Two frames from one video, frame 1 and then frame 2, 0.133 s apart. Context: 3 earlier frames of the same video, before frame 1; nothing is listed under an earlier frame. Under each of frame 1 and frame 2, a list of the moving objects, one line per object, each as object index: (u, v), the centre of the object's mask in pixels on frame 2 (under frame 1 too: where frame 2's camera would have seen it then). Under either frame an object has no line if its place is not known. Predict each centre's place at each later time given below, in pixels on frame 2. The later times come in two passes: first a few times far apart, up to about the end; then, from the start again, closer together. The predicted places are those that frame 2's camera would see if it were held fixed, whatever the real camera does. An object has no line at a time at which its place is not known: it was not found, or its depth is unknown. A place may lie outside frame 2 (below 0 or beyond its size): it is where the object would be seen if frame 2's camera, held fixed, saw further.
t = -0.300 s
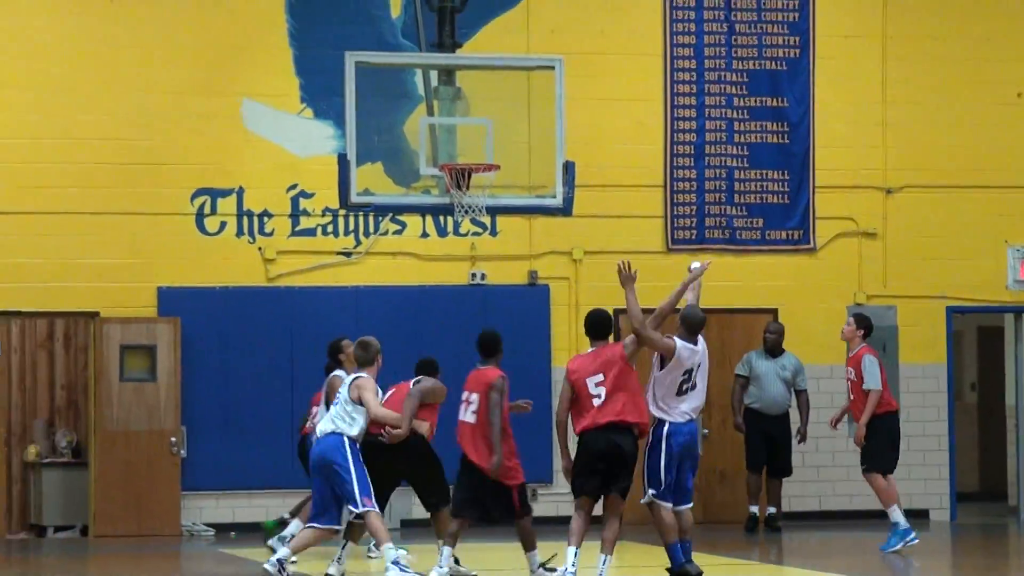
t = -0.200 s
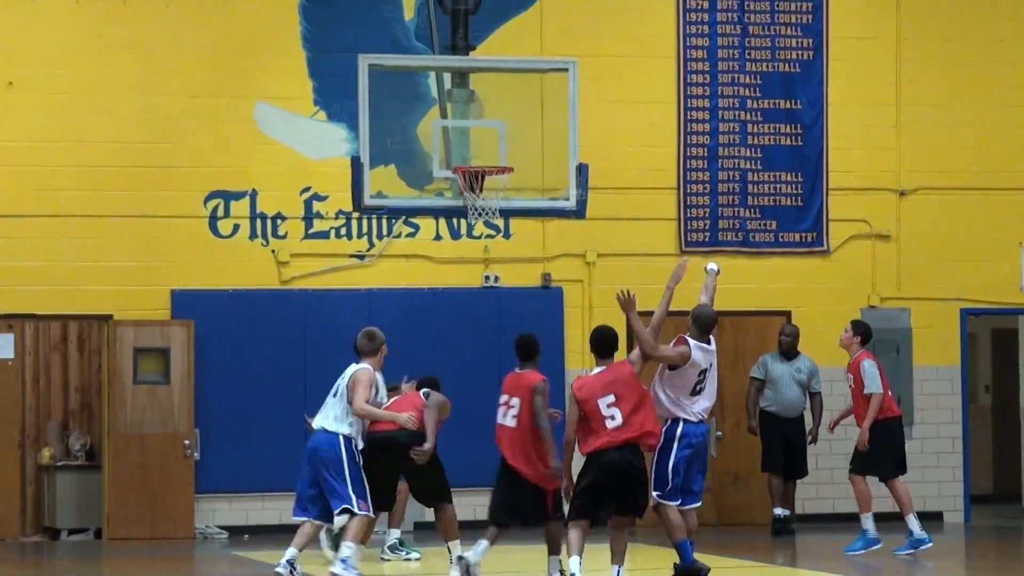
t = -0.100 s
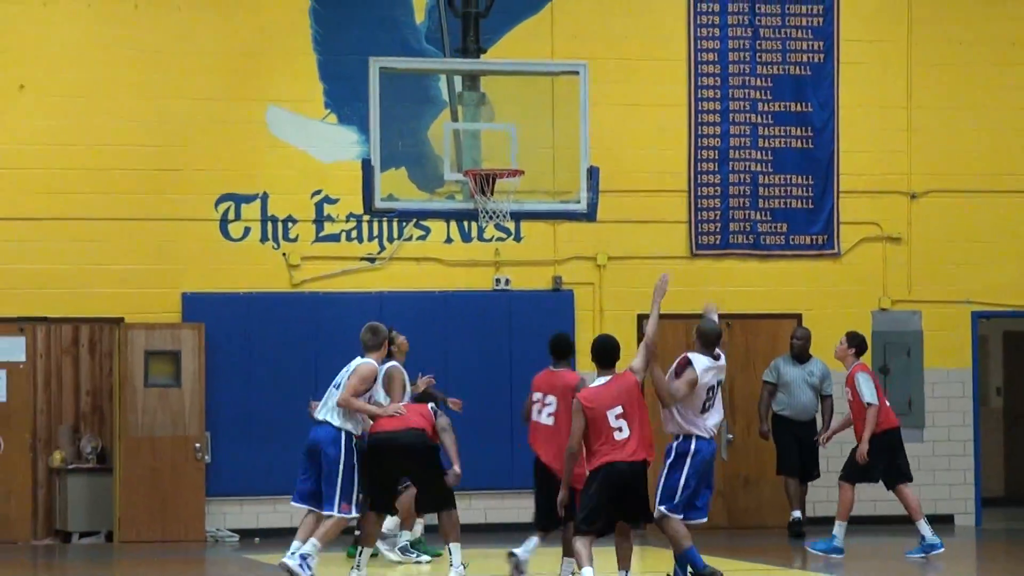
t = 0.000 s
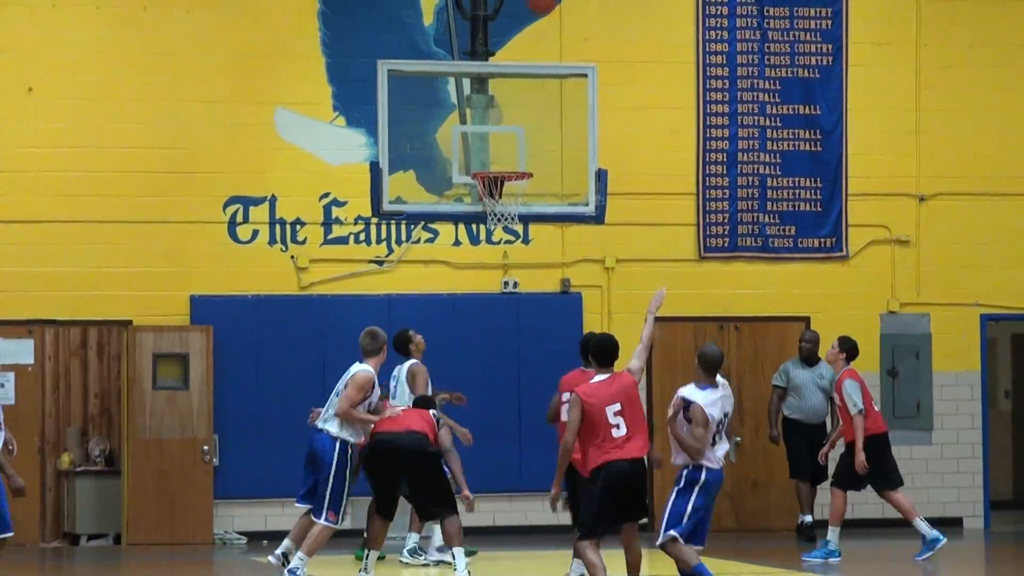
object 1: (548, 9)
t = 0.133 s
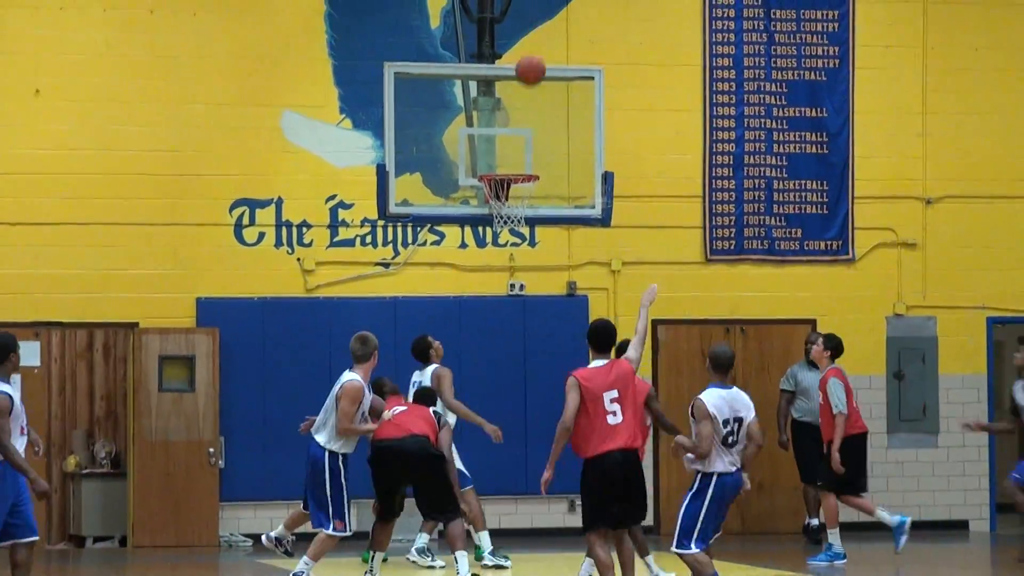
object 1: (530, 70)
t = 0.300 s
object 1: (509, 156)
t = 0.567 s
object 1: (483, 11)
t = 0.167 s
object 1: (526, 90)
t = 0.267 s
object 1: (513, 157)
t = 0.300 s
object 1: (509, 156)
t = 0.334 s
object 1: (506, 133)
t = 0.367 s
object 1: (503, 112)
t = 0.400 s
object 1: (499, 92)
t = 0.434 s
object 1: (496, 72)
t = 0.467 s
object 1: (492, 54)
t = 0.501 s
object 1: (490, 38)
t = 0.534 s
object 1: (486, 23)
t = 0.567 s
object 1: (483, 11)
